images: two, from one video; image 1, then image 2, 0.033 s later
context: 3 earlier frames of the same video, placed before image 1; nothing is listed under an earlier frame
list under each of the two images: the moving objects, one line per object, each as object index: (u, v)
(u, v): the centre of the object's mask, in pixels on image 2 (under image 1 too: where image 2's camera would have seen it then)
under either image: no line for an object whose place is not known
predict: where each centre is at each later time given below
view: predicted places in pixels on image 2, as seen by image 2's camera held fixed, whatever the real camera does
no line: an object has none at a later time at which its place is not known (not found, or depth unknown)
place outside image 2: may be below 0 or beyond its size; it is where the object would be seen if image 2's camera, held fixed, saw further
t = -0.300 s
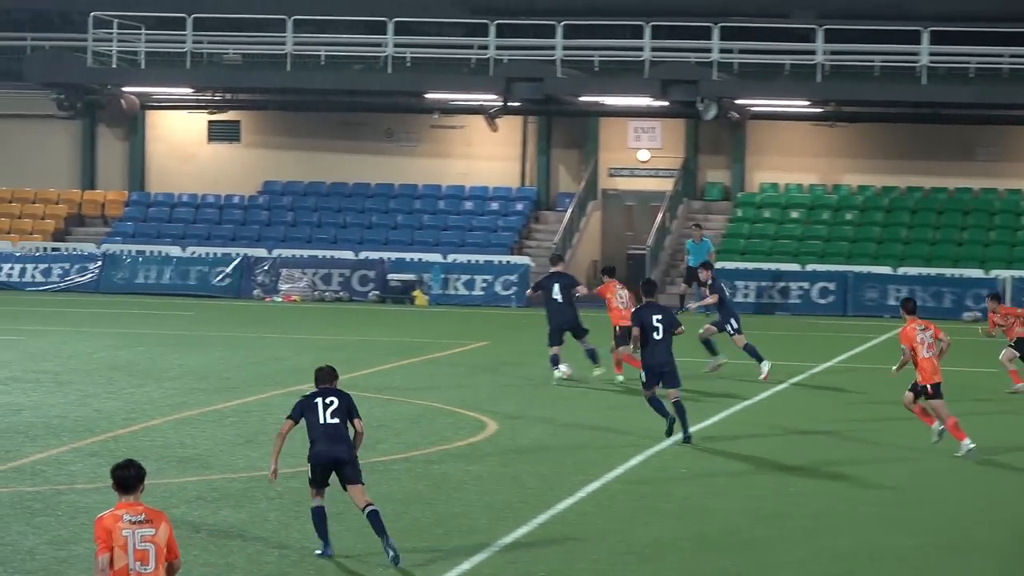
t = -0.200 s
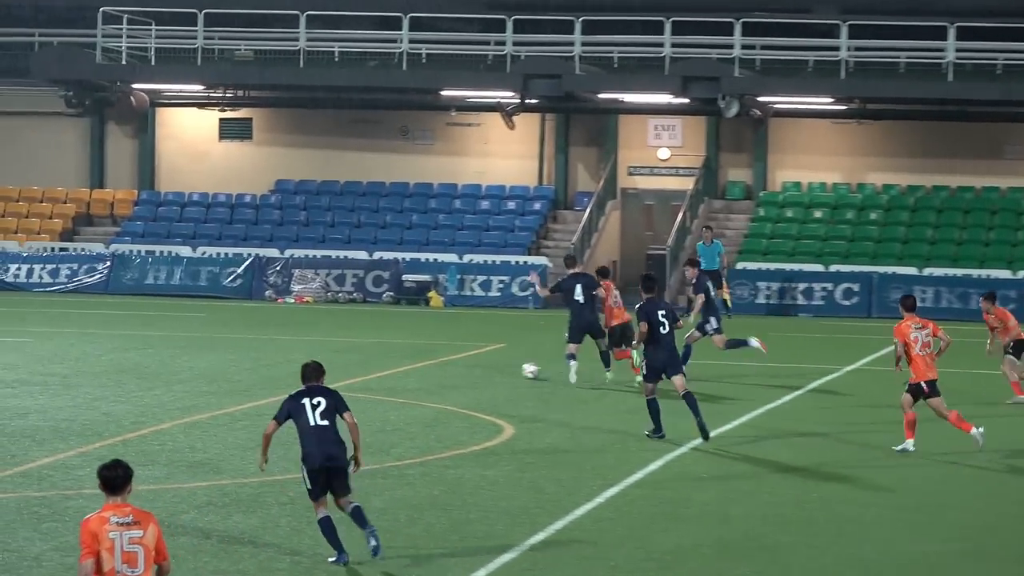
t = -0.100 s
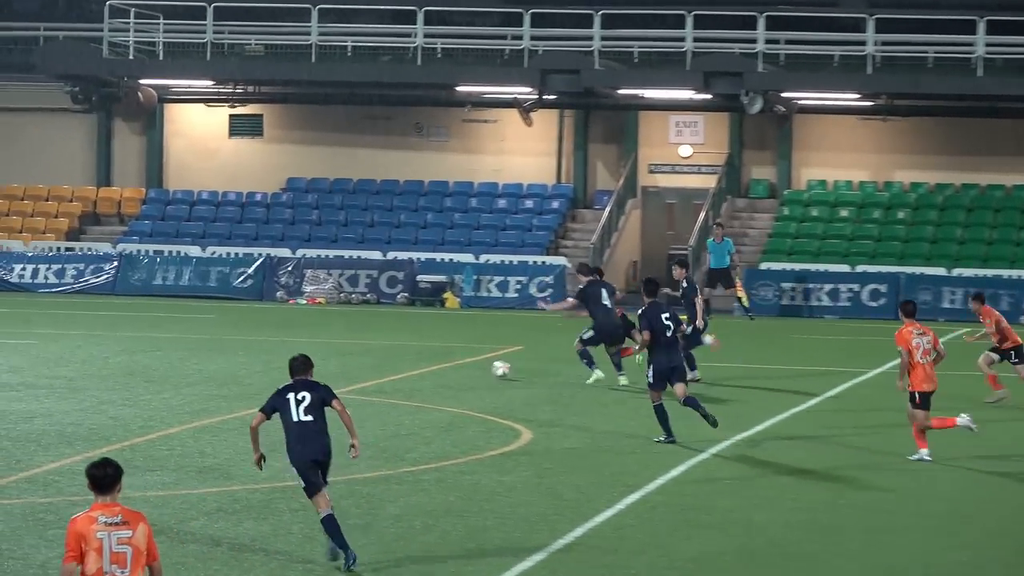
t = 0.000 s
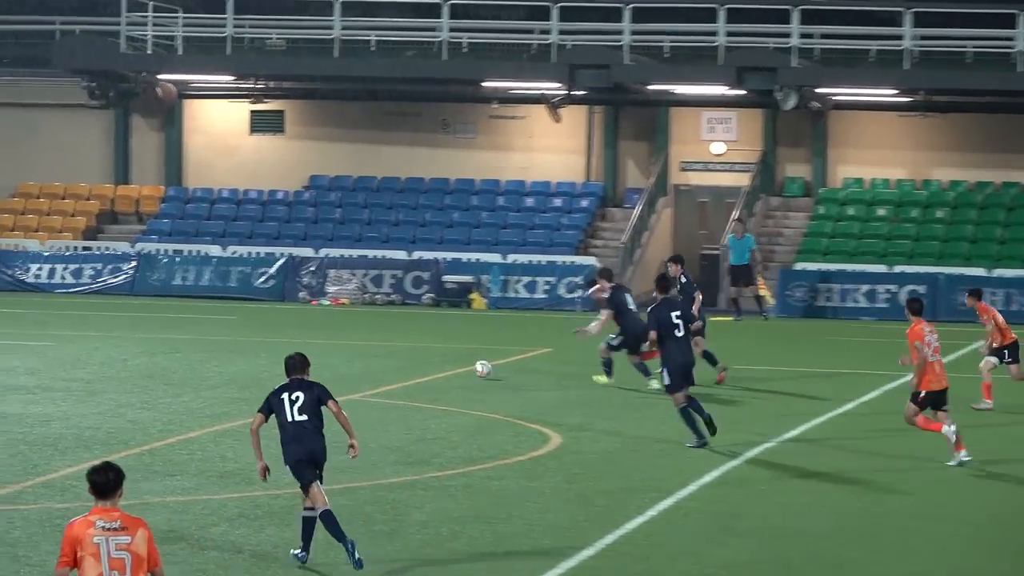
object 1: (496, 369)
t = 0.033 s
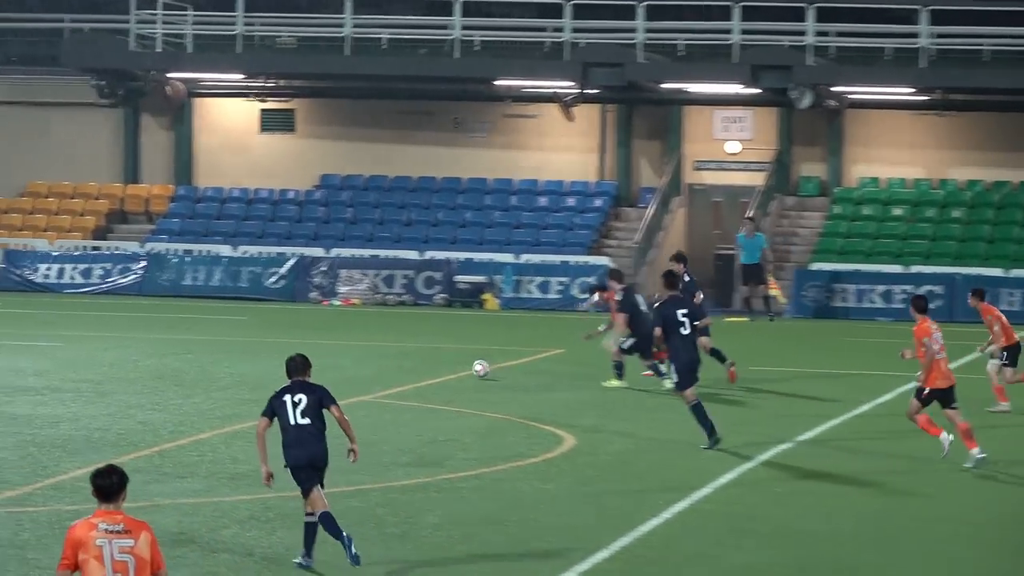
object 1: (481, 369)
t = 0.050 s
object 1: (474, 368)
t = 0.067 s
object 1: (466, 368)
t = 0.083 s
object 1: (459, 368)
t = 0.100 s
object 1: (452, 368)
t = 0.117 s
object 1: (445, 368)
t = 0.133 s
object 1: (439, 367)
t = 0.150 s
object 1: (432, 365)
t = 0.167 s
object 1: (426, 365)
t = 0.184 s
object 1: (419, 365)
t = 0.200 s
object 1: (413, 364)
